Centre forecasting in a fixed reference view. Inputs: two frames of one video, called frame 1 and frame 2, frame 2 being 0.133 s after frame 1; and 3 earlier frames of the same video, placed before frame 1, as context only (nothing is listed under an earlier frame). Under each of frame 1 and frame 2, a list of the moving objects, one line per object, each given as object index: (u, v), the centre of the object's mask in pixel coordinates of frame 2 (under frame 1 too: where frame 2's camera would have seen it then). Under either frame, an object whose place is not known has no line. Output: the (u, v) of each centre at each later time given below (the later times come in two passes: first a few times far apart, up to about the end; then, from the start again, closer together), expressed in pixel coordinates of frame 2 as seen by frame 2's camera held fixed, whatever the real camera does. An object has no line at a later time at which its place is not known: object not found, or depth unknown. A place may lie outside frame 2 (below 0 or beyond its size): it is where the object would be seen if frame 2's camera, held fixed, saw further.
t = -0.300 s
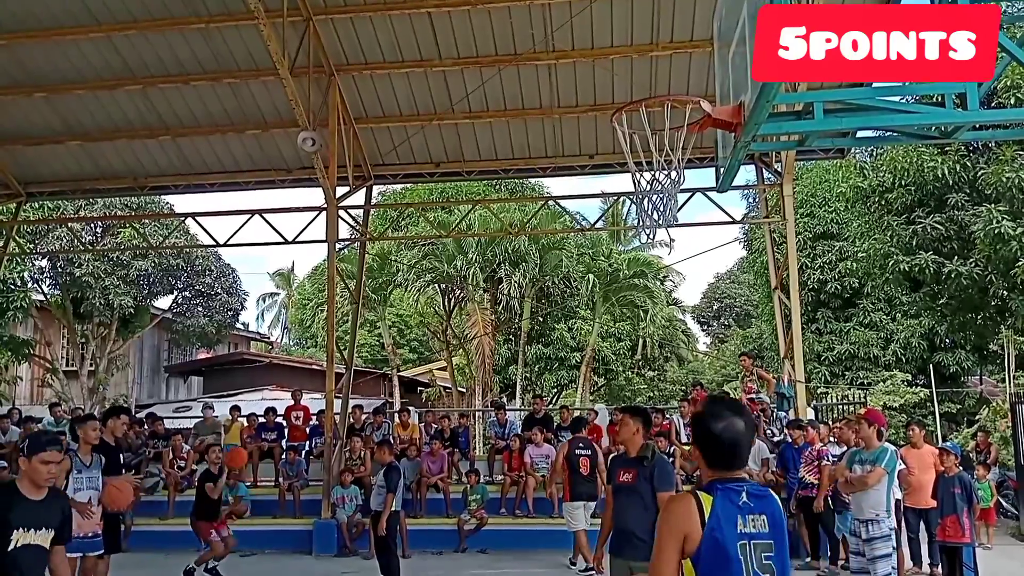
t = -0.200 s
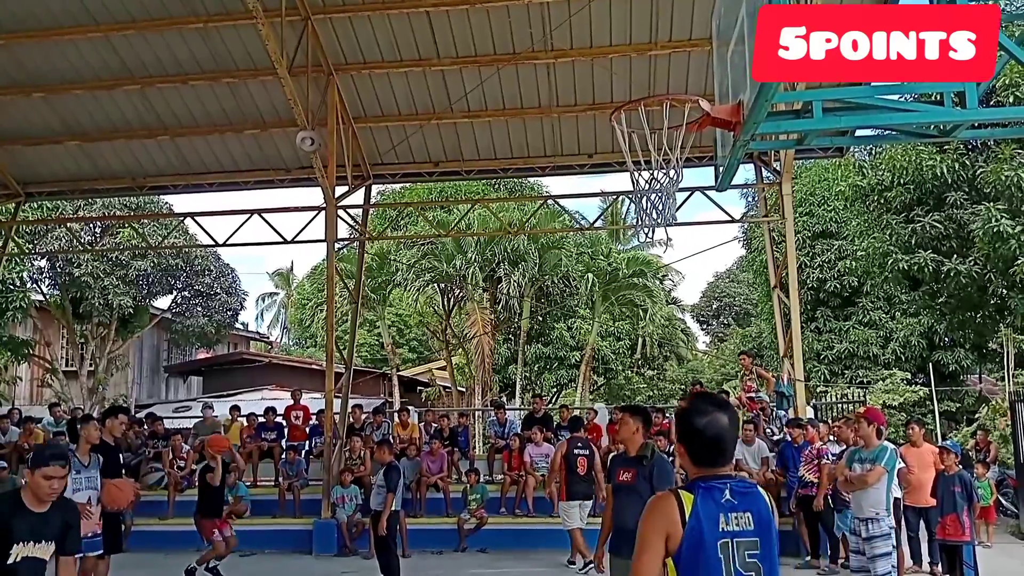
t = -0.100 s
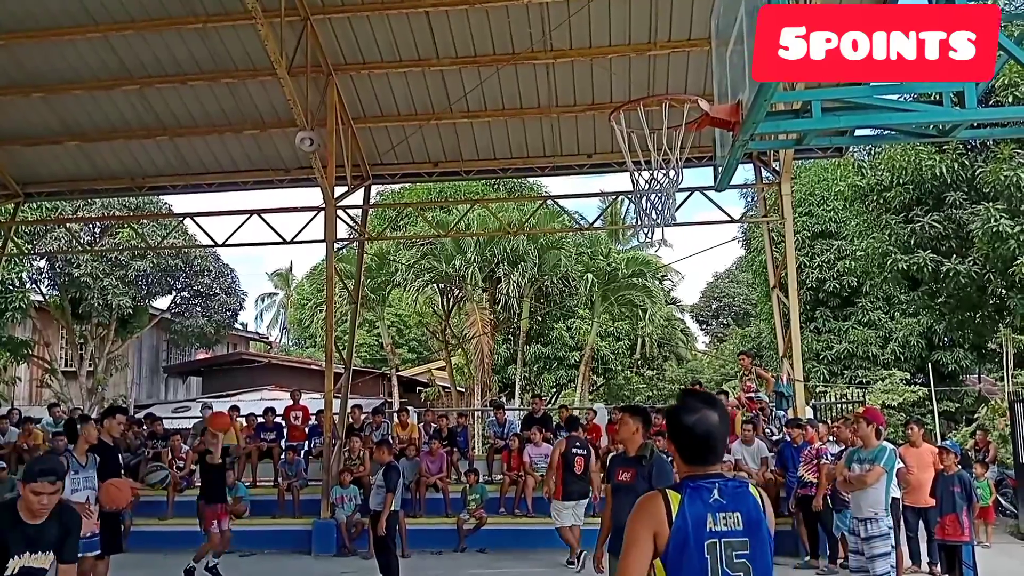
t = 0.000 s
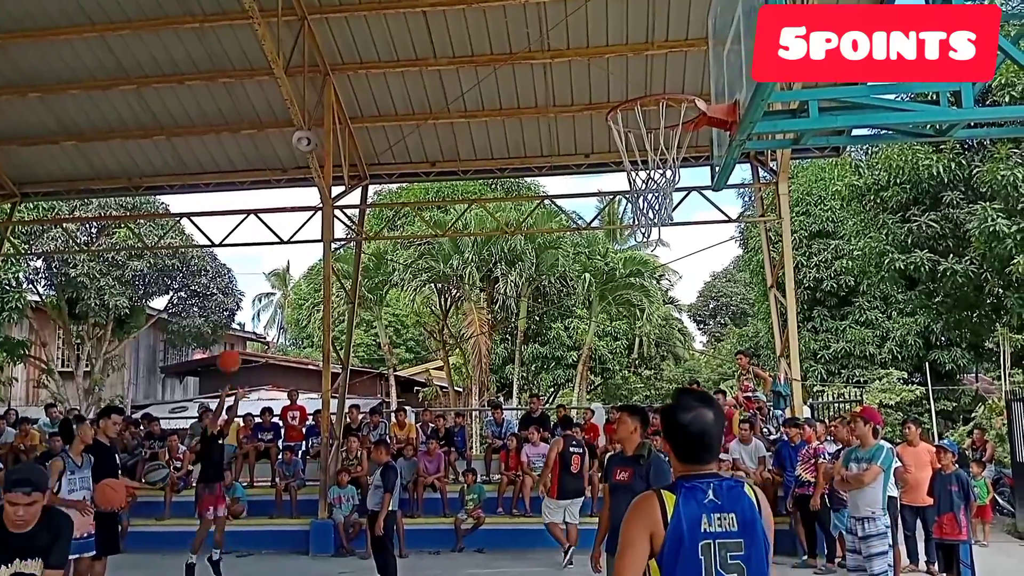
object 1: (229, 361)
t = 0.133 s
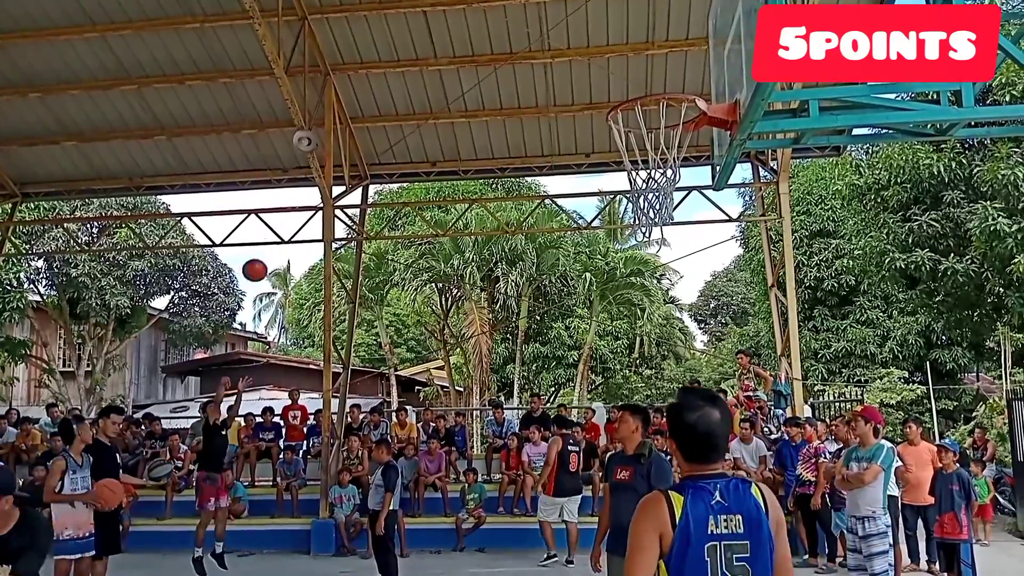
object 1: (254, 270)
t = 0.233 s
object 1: (274, 209)
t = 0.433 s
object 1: (315, 100)
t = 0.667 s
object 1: (369, 10)
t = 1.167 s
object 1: (551, 15)
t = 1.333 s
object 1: (641, 63)
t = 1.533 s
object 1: (712, 20)
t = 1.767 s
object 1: (631, 32)
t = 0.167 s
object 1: (261, 249)
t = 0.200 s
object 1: (267, 229)
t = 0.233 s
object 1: (274, 209)
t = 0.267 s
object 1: (280, 189)
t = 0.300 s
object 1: (287, 170)
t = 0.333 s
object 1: (294, 153)
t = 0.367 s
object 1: (301, 135)
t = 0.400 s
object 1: (308, 117)
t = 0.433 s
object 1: (315, 100)
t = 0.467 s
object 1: (322, 85)
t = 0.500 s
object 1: (329, 70)
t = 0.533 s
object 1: (337, 56)
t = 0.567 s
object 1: (345, 41)
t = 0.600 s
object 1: (353, 30)
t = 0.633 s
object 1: (360, 18)
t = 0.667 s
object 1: (369, 10)
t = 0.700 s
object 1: (377, 7)
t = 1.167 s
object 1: (551, 15)
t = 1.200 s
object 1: (568, 23)
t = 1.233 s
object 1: (588, 39)
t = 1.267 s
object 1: (609, 63)
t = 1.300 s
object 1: (628, 81)
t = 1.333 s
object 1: (641, 63)
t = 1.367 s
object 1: (654, 48)
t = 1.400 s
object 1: (667, 36)
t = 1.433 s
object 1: (680, 29)
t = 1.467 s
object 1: (693, 25)
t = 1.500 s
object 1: (707, 22)
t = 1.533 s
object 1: (712, 20)
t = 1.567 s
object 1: (700, 18)
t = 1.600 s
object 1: (688, 17)
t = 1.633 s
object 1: (677, 19)
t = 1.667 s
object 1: (667, 21)
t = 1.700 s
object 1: (655, 23)
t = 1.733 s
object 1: (643, 27)
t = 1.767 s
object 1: (631, 32)
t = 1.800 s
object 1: (621, 39)
